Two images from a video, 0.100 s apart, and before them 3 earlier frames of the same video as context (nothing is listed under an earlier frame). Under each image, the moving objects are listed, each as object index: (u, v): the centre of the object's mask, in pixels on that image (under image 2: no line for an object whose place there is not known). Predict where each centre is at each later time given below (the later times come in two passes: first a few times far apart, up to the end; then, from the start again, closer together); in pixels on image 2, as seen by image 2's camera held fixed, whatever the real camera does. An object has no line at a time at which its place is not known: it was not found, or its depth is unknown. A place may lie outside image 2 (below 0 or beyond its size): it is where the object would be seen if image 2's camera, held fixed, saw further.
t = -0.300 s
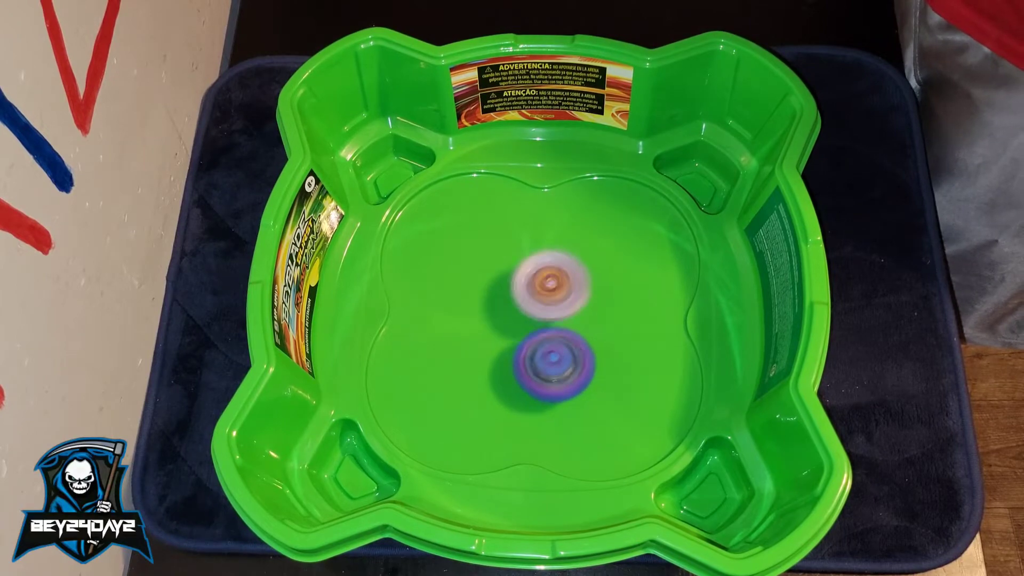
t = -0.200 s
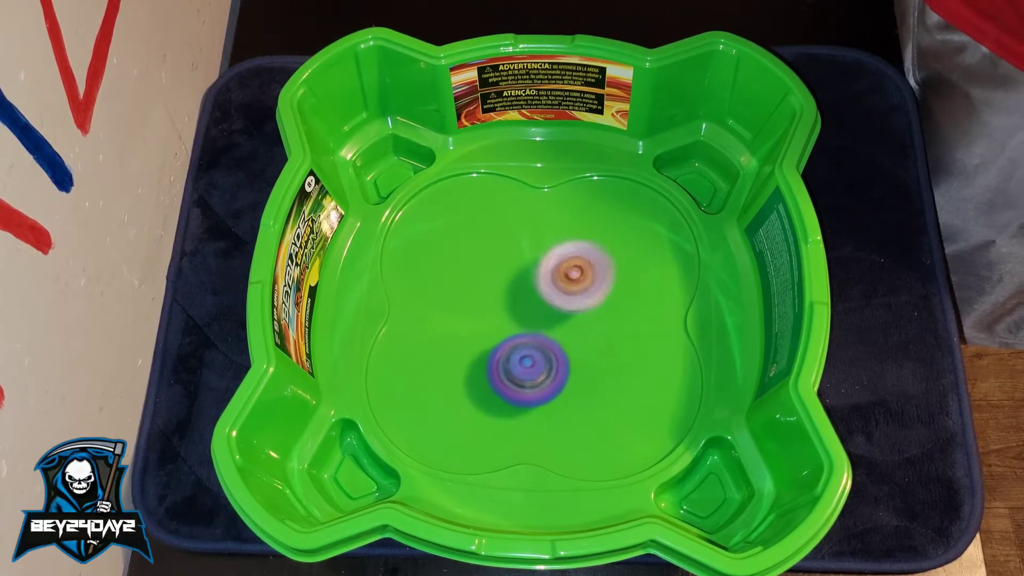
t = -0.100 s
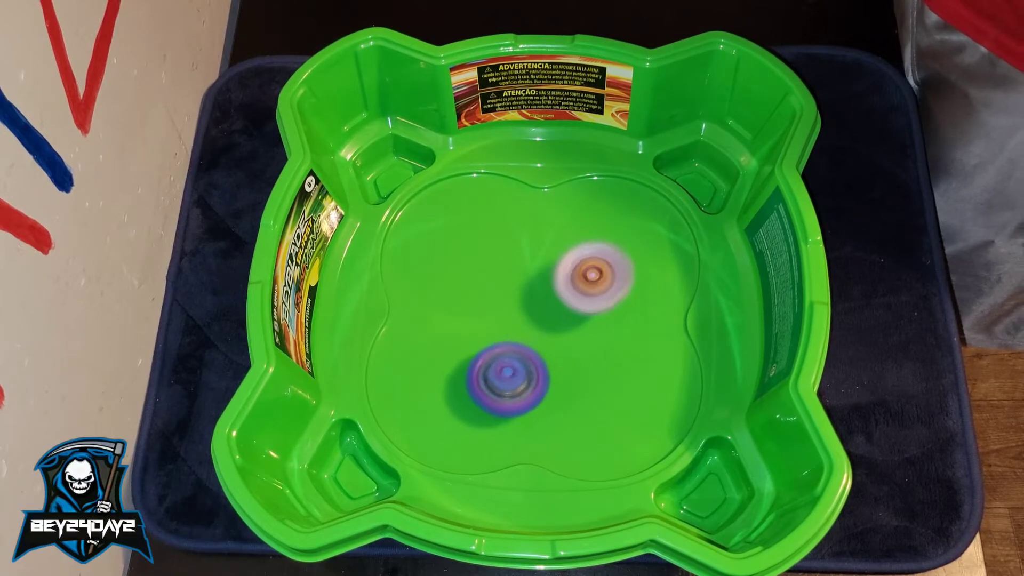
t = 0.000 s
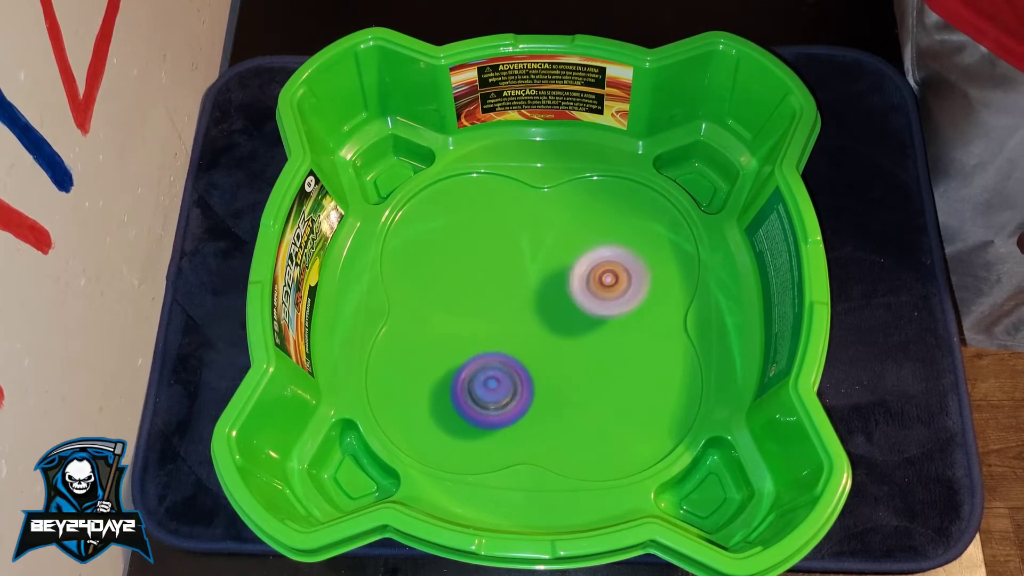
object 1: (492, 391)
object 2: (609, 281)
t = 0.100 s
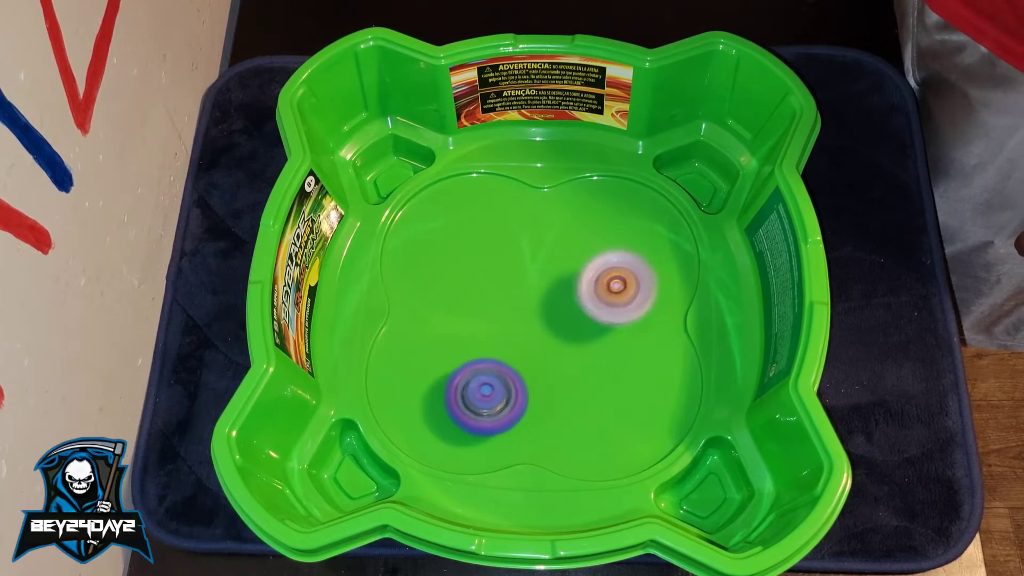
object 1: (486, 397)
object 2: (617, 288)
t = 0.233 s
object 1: (491, 387)
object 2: (610, 300)
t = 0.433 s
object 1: (491, 341)
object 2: (580, 306)
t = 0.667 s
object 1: (424, 299)
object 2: (663, 262)
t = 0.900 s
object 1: (407, 255)
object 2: (673, 228)
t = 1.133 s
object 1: (417, 213)
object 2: (623, 200)
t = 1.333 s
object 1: (446, 186)
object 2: (566, 209)
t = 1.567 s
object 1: (490, 180)
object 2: (506, 255)
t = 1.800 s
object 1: (539, 200)
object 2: (475, 314)
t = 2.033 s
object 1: (584, 233)
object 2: (475, 372)
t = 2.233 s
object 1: (617, 263)
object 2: (509, 404)
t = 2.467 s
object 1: (644, 302)
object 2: (566, 398)
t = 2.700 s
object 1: (674, 323)
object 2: (581, 362)
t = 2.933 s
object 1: (645, 291)
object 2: (545, 310)
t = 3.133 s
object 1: (587, 299)
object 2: (515, 266)
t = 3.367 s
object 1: (521, 318)
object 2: (479, 232)
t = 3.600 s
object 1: (474, 345)
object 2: (461, 239)
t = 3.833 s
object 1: (444, 370)
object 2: (484, 281)
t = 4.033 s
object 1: (465, 366)
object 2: (525, 317)
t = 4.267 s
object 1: (494, 330)
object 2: (598, 323)
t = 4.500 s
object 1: (512, 286)
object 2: (648, 291)
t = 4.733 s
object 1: (525, 249)
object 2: (647, 241)
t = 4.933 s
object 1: (534, 232)
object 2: (607, 221)
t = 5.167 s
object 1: (507, 245)
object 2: (616, 245)
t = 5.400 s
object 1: (516, 295)
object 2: (606, 299)
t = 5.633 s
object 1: (509, 330)
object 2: (600, 351)
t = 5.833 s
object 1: (514, 362)
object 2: (612, 380)
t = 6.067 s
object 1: (510, 360)
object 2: (653, 372)
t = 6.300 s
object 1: (497, 331)
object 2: (653, 340)
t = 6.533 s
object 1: (492, 300)
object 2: (596, 321)
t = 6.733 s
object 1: (474, 256)
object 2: (552, 350)
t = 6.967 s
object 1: (475, 231)
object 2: (543, 377)
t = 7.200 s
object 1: (502, 229)
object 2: (570, 370)
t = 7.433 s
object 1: (536, 255)
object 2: (559, 335)
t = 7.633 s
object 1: (554, 270)
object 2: (532, 339)
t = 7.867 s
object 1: (577, 281)
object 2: (490, 397)
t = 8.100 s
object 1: (581, 307)
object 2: (505, 402)
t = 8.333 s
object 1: (591, 306)
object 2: (510, 371)
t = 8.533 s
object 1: (578, 284)
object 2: (494, 346)
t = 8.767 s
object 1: (543, 283)
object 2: (474, 337)
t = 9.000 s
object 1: (528, 278)
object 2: (467, 344)
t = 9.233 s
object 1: (534, 272)
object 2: (476, 343)
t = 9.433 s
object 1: (551, 270)
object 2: (487, 310)
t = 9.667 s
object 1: (585, 277)
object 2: (466, 321)
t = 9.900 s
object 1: (595, 292)
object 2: (461, 363)
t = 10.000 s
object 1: (590, 302)
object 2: (491, 362)
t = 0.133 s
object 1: (486, 397)
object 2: (616, 290)
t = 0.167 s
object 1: (487, 395)
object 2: (615, 294)
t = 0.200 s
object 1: (489, 392)
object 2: (613, 297)
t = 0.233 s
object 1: (491, 387)
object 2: (610, 300)
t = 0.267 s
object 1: (495, 380)
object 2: (604, 303)
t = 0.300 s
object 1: (497, 374)
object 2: (597, 307)
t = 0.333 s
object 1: (500, 365)
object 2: (590, 310)
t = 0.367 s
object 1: (502, 357)
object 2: (583, 313)
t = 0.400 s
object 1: (502, 348)
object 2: (573, 314)
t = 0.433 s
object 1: (491, 341)
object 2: (580, 306)
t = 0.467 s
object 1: (469, 338)
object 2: (600, 298)
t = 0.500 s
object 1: (453, 332)
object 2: (615, 289)
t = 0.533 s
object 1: (444, 325)
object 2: (628, 282)
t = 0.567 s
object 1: (438, 318)
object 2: (639, 276)
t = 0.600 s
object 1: (433, 311)
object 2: (647, 272)
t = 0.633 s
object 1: (428, 305)
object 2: (655, 267)
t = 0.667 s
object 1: (424, 299)
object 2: (663, 262)
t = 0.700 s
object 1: (421, 293)
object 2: (671, 255)
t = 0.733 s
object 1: (417, 287)
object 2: (677, 249)
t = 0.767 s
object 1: (414, 280)
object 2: (682, 241)
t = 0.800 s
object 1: (412, 274)
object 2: (683, 237)
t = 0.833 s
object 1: (409, 268)
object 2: (680, 236)
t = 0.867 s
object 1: (408, 262)
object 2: (676, 233)
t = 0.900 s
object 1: (407, 255)
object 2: (673, 228)
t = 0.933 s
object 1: (407, 249)
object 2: (668, 222)
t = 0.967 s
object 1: (407, 243)
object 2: (662, 217)
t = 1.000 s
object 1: (407, 237)
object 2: (655, 212)
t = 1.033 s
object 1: (409, 230)
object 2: (648, 208)
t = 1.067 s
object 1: (411, 225)
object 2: (640, 204)
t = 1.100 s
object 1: (414, 219)
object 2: (632, 201)
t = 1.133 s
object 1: (417, 213)
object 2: (623, 200)
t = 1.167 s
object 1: (421, 207)
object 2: (614, 199)
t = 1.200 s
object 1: (425, 203)
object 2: (604, 199)
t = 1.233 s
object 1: (430, 198)
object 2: (594, 200)
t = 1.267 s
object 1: (435, 194)
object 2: (585, 203)
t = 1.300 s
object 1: (440, 189)
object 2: (575, 206)
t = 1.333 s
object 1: (446, 186)
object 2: (566, 209)
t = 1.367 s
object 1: (452, 183)
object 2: (556, 213)
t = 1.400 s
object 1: (458, 181)
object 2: (547, 218)
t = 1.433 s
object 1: (464, 179)
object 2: (537, 225)
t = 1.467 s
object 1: (471, 178)
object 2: (528, 231)
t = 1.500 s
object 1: (477, 178)
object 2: (520, 239)
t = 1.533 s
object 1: (483, 179)
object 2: (513, 247)
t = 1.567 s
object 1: (490, 180)
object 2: (506, 255)
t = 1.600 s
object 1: (497, 181)
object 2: (500, 263)
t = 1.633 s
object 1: (505, 183)
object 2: (495, 272)
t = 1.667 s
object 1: (512, 186)
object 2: (490, 280)
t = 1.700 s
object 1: (518, 189)
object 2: (485, 289)
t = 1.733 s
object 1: (525, 192)
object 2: (481, 297)
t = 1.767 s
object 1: (532, 196)
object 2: (477, 306)
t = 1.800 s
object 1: (539, 200)
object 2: (475, 314)
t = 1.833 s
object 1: (546, 205)
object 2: (472, 323)
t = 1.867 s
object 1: (553, 209)
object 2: (470, 332)
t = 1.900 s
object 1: (559, 214)
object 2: (469, 341)
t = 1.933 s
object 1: (565, 219)
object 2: (469, 349)
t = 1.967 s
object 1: (572, 223)
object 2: (470, 357)
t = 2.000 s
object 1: (578, 228)
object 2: (472, 365)
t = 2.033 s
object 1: (584, 233)
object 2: (475, 372)
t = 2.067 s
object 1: (590, 237)
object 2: (478, 379)
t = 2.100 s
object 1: (596, 242)
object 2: (483, 386)
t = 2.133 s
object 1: (601, 247)
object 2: (489, 392)
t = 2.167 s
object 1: (607, 252)
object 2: (495, 396)
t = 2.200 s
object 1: (612, 257)
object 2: (502, 401)
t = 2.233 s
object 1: (617, 263)
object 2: (509, 404)
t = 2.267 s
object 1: (621, 268)
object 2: (517, 406)
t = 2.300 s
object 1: (626, 274)
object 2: (525, 407)
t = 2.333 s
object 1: (630, 279)
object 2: (533, 408)
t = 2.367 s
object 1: (634, 285)
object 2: (541, 407)
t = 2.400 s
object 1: (638, 291)
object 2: (550, 405)
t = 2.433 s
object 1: (641, 297)
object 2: (558, 402)
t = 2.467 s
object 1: (644, 302)
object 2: (566, 398)
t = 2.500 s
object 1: (647, 308)
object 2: (573, 394)
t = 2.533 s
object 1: (650, 313)
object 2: (580, 388)
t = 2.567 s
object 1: (652, 319)
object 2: (586, 382)
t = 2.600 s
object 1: (654, 324)
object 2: (592, 374)
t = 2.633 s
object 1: (659, 327)
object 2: (595, 368)
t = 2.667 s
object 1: (667, 326)
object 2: (587, 367)
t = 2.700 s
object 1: (674, 323)
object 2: (581, 362)
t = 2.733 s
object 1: (676, 317)
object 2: (576, 355)
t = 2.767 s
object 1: (676, 309)
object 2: (571, 348)
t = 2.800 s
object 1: (674, 301)
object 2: (566, 341)
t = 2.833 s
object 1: (670, 294)
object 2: (561, 333)
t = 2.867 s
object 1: (663, 292)
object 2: (555, 326)
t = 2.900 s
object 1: (654, 291)
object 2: (550, 318)
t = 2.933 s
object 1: (645, 291)
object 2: (545, 310)
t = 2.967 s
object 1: (635, 291)
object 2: (541, 303)
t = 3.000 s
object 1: (626, 292)
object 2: (536, 295)
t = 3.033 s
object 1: (615, 294)
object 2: (532, 287)
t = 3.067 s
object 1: (605, 295)
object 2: (527, 280)
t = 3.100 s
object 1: (596, 297)
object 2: (520, 273)
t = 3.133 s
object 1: (587, 299)
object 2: (515, 266)
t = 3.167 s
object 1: (576, 301)
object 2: (510, 260)
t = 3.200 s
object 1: (566, 303)
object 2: (504, 253)
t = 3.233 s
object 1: (556, 306)
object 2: (499, 248)
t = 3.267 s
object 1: (547, 309)
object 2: (494, 243)
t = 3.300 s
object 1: (538, 311)
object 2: (489, 238)
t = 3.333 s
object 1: (529, 315)
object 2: (483, 235)
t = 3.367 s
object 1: (521, 318)
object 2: (479, 232)
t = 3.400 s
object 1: (514, 322)
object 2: (474, 230)
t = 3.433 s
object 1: (507, 326)
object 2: (470, 229)
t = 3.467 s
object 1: (499, 330)
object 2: (467, 229)
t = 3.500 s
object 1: (493, 334)
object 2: (464, 230)
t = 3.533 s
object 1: (486, 338)
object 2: (462, 233)
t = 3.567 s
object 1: (480, 342)
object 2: (460, 236)
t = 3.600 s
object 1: (474, 345)
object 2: (461, 239)
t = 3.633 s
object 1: (469, 349)
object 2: (461, 244)
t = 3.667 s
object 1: (464, 352)
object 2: (463, 249)
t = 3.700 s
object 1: (459, 356)
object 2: (466, 255)
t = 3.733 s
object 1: (454, 359)
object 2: (470, 261)
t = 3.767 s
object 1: (450, 363)
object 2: (474, 268)
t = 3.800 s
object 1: (446, 366)
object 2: (479, 275)
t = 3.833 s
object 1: (444, 370)
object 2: (484, 281)
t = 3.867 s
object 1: (443, 372)
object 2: (490, 287)
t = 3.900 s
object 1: (445, 373)
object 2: (497, 293)
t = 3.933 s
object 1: (448, 373)
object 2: (504, 299)
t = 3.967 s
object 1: (453, 372)
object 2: (511, 305)
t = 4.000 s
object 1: (459, 369)
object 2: (518, 311)
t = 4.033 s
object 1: (465, 366)
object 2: (525, 317)
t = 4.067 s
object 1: (470, 363)
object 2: (535, 319)
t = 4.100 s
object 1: (475, 359)
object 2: (545, 321)
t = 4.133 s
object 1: (481, 354)
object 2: (554, 324)
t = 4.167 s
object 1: (484, 350)
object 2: (566, 325)
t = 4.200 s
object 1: (487, 343)
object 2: (578, 325)
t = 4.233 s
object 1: (490, 337)
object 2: (588, 324)
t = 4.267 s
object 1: (494, 330)
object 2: (598, 323)
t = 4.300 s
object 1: (497, 324)
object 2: (607, 320)
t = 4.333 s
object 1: (500, 317)
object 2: (616, 317)
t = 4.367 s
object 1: (503, 311)
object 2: (624, 314)
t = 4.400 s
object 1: (506, 304)
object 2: (631, 309)
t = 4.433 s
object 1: (508, 298)
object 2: (638, 303)
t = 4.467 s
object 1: (510, 292)
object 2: (644, 297)
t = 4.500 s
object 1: (512, 286)
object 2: (648, 291)
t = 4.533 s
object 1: (514, 280)
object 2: (652, 284)
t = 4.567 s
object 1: (516, 275)
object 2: (654, 276)
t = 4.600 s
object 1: (517, 269)
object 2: (655, 269)
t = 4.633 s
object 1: (519, 264)
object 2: (655, 261)
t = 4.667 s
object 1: (521, 259)
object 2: (653, 253)
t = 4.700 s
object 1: (523, 254)
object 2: (651, 246)
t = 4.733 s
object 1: (525, 249)
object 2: (647, 241)
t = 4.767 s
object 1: (527, 245)
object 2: (642, 236)
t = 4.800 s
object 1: (529, 241)
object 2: (635, 231)
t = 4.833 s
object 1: (532, 238)
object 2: (628, 227)
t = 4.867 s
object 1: (534, 235)
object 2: (620, 225)
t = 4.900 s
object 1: (536, 233)
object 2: (611, 222)
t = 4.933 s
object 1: (534, 232)
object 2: (607, 221)
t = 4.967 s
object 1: (530, 231)
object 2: (606, 220)
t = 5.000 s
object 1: (526, 230)
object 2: (601, 223)
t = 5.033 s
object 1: (521, 230)
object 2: (603, 224)
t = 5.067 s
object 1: (515, 232)
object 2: (607, 230)
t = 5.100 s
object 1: (511, 235)
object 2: (610, 233)
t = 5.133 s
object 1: (509, 239)
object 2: (614, 238)
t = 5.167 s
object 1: (507, 245)
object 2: (616, 245)
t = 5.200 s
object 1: (506, 252)
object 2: (617, 252)
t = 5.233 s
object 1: (506, 259)
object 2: (617, 260)
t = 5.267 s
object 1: (507, 267)
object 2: (615, 267)
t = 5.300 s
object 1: (508, 274)
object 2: (613, 274)
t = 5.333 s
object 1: (511, 281)
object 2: (612, 282)
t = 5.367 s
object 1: (513, 288)
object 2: (609, 291)
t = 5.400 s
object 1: (516, 295)
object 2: (606, 299)
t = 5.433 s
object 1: (519, 302)
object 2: (601, 308)
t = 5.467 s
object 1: (522, 308)
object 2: (596, 315)
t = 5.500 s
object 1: (520, 313)
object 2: (598, 321)
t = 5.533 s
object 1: (518, 319)
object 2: (596, 329)
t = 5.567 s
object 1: (517, 324)
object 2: (598, 335)
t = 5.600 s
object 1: (512, 327)
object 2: (600, 345)
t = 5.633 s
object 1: (509, 330)
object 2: (600, 351)
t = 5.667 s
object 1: (509, 336)
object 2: (602, 358)
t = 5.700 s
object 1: (509, 342)
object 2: (604, 364)
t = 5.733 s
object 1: (509, 347)
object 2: (605, 370)
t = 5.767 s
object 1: (510, 353)
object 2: (607, 373)
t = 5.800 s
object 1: (511, 358)
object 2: (610, 377)
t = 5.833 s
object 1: (514, 362)
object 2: (612, 380)
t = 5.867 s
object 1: (517, 366)
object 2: (612, 382)
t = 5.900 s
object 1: (522, 370)
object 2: (610, 382)
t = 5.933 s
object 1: (528, 371)
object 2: (610, 380)
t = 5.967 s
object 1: (522, 369)
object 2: (621, 378)
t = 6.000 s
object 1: (516, 367)
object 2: (634, 378)
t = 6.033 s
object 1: (512, 364)
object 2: (645, 376)
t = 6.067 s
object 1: (510, 360)
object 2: (653, 372)
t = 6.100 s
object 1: (507, 357)
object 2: (654, 369)
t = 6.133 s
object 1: (505, 353)
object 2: (657, 365)
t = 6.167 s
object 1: (502, 349)
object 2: (660, 361)
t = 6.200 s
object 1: (501, 345)
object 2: (660, 356)
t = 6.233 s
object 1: (500, 340)
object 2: (660, 350)
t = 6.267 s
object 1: (498, 336)
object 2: (658, 346)
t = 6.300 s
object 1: (497, 331)
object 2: (653, 340)
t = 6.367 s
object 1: (494, 322)
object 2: (642, 332)
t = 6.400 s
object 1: (494, 318)
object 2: (634, 329)
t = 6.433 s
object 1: (493, 313)
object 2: (626, 325)
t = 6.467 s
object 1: (493, 308)
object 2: (616, 324)
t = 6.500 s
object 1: (492, 304)
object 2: (605, 323)
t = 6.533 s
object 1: (492, 300)
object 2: (596, 321)
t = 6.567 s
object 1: (492, 296)
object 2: (583, 323)
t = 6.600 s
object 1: (492, 292)
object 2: (569, 324)
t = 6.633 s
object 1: (491, 287)
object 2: (558, 324)
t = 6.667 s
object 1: (484, 276)
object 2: (556, 332)
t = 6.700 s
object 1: (478, 265)
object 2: (554, 342)
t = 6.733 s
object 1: (474, 256)
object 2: (552, 350)
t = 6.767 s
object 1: (472, 252)
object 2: (550, 356)
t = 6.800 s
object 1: (471, 249)
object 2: (546, 360)
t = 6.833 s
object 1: (471, 245)
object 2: (544, 365)
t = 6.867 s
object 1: (471, 241)
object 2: (543, 370)
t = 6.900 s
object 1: (471, 237)
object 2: (543, 371)
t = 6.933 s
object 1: (472, 234)
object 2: (544, 375)
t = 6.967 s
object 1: (475, 231)
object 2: (543, 377)
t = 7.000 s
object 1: (476, 228)
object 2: (546, 378)
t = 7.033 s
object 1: (480, 227)
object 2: (550, 380)
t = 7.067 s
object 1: (484, 226)
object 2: (553, 379)
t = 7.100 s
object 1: (488, 225)
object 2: (559, 379)
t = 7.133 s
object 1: (492, 225)
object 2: (562, 378)
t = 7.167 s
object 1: (497, 227)
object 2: (566, 374)
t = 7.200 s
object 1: (502, 229)
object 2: (570, 370)
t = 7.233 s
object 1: (508, 231)
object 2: (571, 366)
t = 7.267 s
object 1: (512, 234)
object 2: (572, 361)
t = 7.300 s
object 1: (518, 238)
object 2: (571, 357)
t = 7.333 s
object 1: (522, 241)
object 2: (569, 351)
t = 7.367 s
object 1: (527, 245)
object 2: (567, 345)
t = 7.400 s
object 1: (531, 251)
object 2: (563, 341)
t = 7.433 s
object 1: (536, 255)
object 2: (559, 335)
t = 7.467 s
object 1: (540, 260)
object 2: (554, 332)
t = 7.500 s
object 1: (542, 260)
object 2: (550, 332)
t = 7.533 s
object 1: (545, 261)
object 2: (547, 333)
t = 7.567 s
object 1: (548, 263)
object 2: (542, 333)
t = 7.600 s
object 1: (552, 266)
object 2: (536, 335)
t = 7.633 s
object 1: (554, 270)
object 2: (532, 339)
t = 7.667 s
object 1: (558, 272)
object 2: (527, 346)
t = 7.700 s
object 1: (562, 269)
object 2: (520, 355)
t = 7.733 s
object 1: (565, 270)
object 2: (512, 366)
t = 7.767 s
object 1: (570, 272)
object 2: (503, 375)
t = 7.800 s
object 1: (573, 274)
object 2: (497, 383)
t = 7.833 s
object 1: (575, 278)
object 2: (493, 391)
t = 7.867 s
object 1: (577, 281)
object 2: (490, 397)
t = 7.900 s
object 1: (579, 283)
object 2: (491, 401)
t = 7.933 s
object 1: (580, 288)
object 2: (491, 403)
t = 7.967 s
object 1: (581, 292)
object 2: (493, 405)
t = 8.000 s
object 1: (582, 295)
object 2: (495, 406)
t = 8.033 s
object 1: (582, 300)
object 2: (499, 406)
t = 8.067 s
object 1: (582, 304)
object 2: (501, 405)
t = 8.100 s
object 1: (581, 307)
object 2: (505, 402)
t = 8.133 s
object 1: (580, 312)
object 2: (508, 398)
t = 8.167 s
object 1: (579, 316)
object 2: (514, 391)
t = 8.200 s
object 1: (577, 319)
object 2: (518, 383)
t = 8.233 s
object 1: (577, 322)
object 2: (523, 373)
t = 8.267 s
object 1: (583, 316)
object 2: (517, 374)
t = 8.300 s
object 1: (589, 311)
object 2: (513, 373)
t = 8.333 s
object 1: (591, 306)
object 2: (510, 371)
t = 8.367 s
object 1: (591, 302)
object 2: (509, 367)
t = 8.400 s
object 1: (591, 298)
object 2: (504, 361)
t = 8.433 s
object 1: (589, 293)
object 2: (501, 358)
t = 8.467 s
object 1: (587, 290)
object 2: (499, 352)
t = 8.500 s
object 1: (584, 287)
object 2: (496, 350)
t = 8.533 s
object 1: (578, 284)
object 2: (494, 346)
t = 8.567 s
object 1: (574, 283)
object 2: (489, 345)
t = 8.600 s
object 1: (569, 281)
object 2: (487, 343)
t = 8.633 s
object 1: (564, 281)
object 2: (481, 339)
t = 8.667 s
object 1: (558, 281)
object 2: (478, 340)
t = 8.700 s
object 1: (553, 281)
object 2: (475, 339)
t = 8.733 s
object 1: (548, 282)
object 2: (473, 340)
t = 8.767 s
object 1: (543, 283)
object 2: (474, 337)
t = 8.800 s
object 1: (536, 284)
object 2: (472, 336)
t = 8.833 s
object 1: (532, 285)
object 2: (476, 333)
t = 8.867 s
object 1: (533, 282)
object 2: (472, 341)
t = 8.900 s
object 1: (536, 278)
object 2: (470, 340)
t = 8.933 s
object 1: (535, 278)
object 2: (465, 342)
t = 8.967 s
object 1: (533, 278)
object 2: (464, 344)
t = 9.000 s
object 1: (528, 278)
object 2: (467, 344)
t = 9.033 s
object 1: (525, 279)
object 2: (469, 343)
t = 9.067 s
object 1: (522, 281)
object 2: (473, 342)
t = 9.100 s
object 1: (522, 282)
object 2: (472, 343)
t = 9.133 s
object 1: (527, 278)
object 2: (467, 346)
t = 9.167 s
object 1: (529, 275)
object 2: (470, 346)
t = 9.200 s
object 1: (531, 274)
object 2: (474, 345)
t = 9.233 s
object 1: (534, 272)
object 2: (476, 343)
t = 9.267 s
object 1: (536, 271)
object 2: (476, 338)
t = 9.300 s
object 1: (539, 269)
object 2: (478, 332)
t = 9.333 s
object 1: (541, 269)
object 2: (481, 327)
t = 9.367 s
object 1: (545, 269)
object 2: (481, 323)
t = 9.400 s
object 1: (547, 268)
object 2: (484, 316)
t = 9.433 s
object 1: (551, 270)
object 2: (487, 310)
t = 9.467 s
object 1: (552, 271)
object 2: (487, 308)
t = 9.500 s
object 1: (555, 273)
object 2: (487, 307)
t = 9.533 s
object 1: (558, 274)
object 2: (491, 306)
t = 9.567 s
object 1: (559, 278)
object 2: (491, 306)
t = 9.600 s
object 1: (571, 277)
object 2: (482, 314)
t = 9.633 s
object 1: (580, 276)
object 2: (476, 319)
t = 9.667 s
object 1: (585, 277)
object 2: (466, 321)
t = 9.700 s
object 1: (587, 278)
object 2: (461, 329)
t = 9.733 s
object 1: (589, 280)
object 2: (455, 335)
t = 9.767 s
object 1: (592, 281)
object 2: (453, 341)
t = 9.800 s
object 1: (594, 284)
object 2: (453, 348)
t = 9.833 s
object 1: (595, 286)
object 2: (453, 353)
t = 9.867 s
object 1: (595, 289)
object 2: (458, 360)
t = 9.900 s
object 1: (595, 292)
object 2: (461, 363)
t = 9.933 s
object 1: (594, 296)
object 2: (471, 365)
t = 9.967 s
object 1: (593, 299)
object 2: (479, 365)
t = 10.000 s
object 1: (590, 302)
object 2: (491, 362)
